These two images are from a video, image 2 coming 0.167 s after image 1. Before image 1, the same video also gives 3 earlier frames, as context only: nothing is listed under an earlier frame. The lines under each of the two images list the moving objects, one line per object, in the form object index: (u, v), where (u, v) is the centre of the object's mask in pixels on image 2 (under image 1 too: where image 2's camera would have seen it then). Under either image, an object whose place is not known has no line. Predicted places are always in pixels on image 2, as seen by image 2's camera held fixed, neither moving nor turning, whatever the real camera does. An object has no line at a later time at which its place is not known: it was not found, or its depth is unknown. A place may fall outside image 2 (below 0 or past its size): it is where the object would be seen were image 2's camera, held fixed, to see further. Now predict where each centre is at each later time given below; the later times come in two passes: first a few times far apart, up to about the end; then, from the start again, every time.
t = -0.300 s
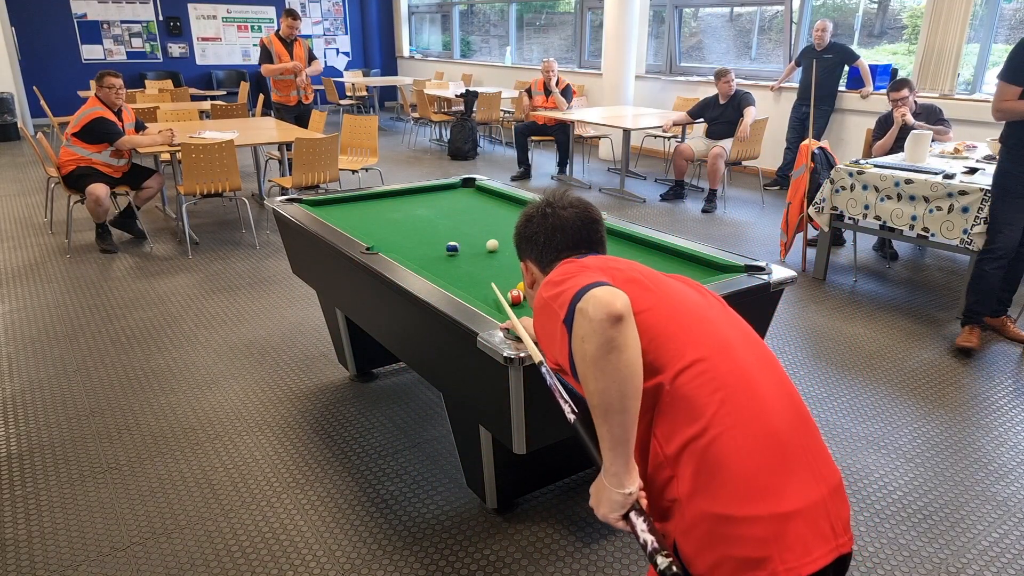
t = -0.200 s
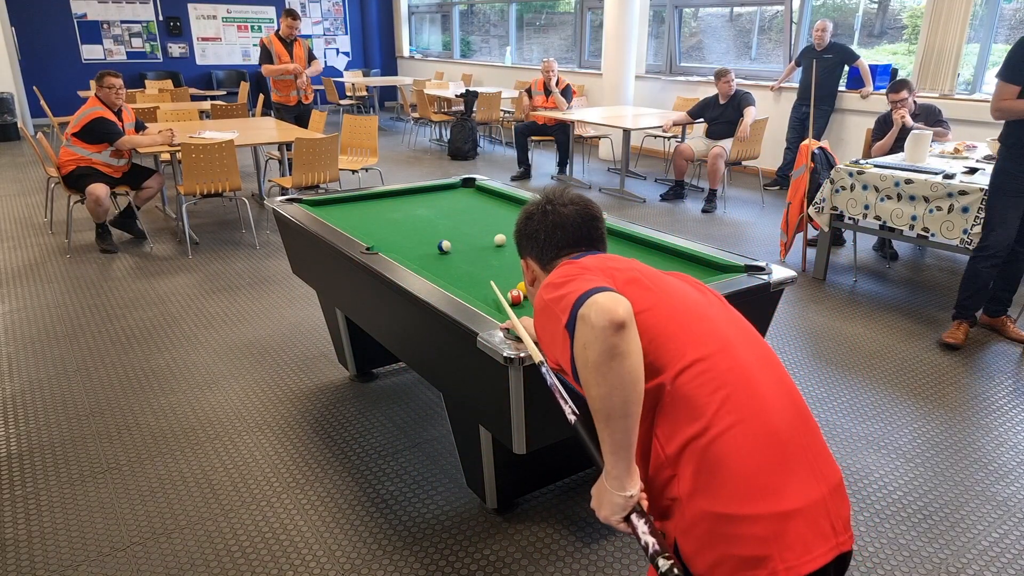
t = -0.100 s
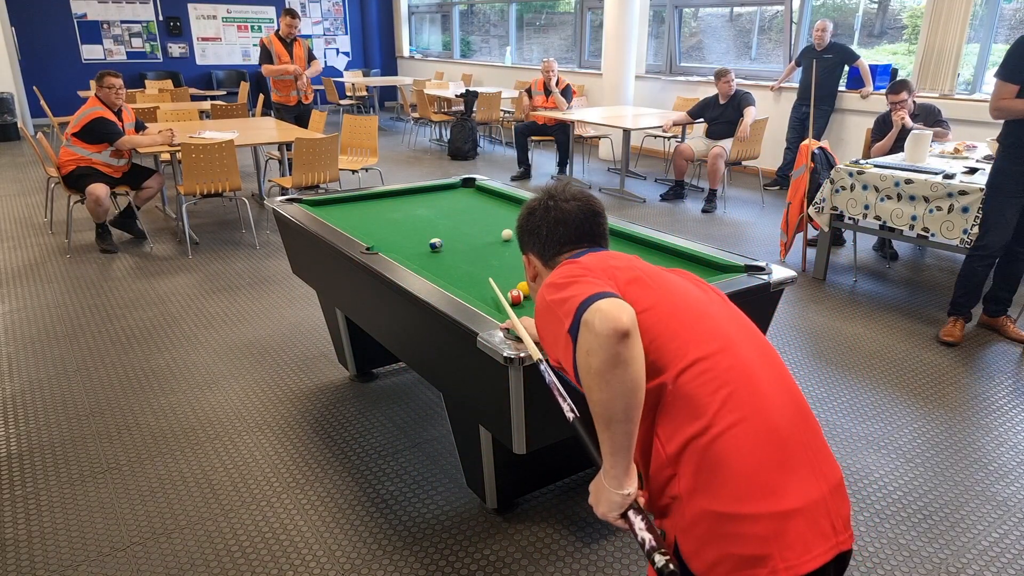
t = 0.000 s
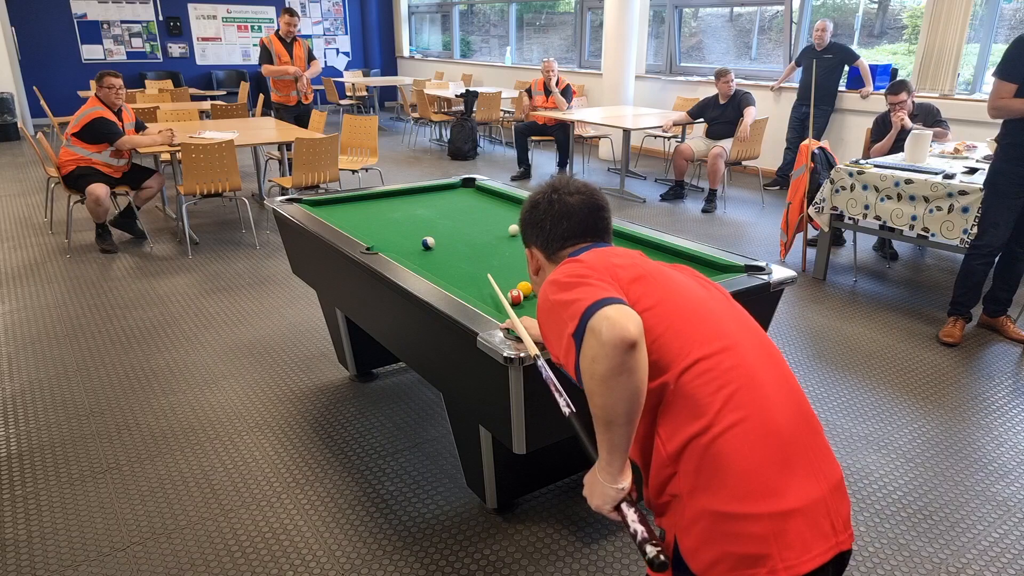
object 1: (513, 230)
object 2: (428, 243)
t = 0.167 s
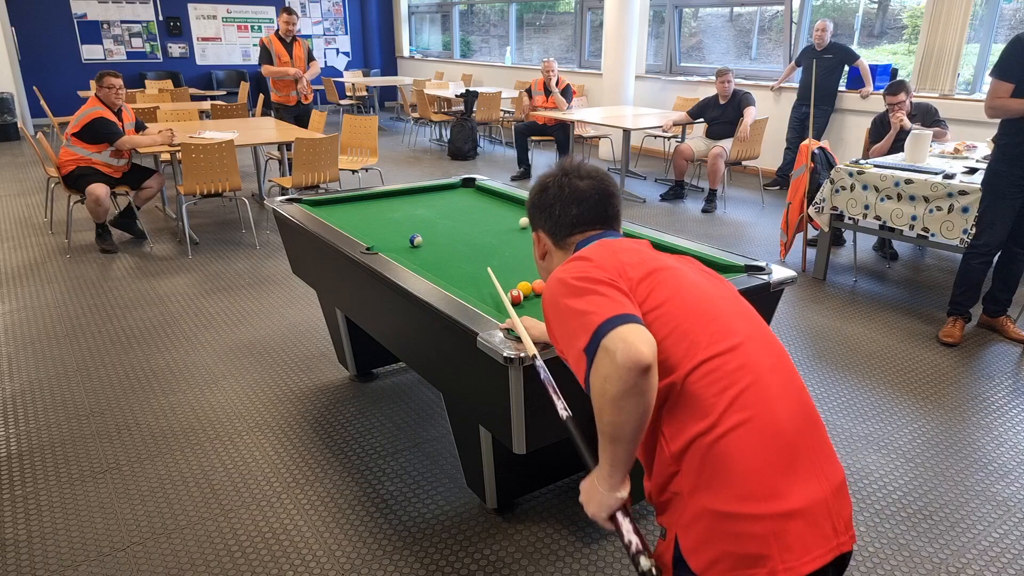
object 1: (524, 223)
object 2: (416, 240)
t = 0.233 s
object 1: (528, 220)
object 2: (411, 239)
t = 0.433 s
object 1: (539, 213)
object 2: (398, 236)
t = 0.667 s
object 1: (525, 210)
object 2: (384, 233)
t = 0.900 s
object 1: (499, 210)
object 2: (371, 230)
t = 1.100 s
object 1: (479, 211)
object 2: (361, 228)
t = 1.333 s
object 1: (456, 210)
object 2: (350, 224)
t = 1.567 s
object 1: (434, 211)
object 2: (343, 221)
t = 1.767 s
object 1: (417, 211)
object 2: (342, 220)
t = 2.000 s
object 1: (398, 211)
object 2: (340, 218)
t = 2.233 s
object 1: (380, 211)
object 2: (339, 217)
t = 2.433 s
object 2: (338, 216)
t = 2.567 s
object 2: (337, 215)
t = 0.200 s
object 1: (526, 222)
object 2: (413, 240)
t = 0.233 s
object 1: (528, 220)
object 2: (411, 239)
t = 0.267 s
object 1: (530, 219)
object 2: (408, 239)
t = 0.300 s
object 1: (532, 218)
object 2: (406, 238)
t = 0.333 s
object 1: (534, 216)
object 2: (404, 238)
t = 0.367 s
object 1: (536, 215)
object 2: (402, 238)
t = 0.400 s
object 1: (537, 214)
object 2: (400, 237)
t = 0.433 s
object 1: (539, 213)
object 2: (398, 236)
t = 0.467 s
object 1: (541, 211)
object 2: (395, 236)
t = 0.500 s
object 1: (542, 210)
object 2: (393, 235)
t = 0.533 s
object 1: (539, 210)
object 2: (391, 235)
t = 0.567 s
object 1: (536, 210)
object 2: (389, 234)
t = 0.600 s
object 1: (532, 210)
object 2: (387, 234)
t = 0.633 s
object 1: (528, 210)
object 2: (385, 233)
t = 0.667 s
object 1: (525, 210)
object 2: (384, 233)
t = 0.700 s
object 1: (521, 210)
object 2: (382, 233)
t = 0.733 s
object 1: (517, 210)
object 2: (380, 232)
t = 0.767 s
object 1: (514, 210)
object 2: (378, 232)
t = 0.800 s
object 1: (510, 210)
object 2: (376, 231)
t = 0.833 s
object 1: (506, 210)
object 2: (374, 231)
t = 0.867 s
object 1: (503, 210)
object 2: (372, 231)
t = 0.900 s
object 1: (499, 210)
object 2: (371, 230)
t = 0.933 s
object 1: (496, 210)
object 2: (369, 230)
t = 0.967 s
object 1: (492, 210)
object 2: (367, 229)
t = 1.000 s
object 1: (489, 210)
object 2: (365, 229)
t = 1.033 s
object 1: (486, 210)
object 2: (364, 228)
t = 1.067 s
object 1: (482, 210)
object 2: (362, 228)
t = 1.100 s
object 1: (479, 211)
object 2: (361, 228)
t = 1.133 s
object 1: (475, 210)
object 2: (359, 228)
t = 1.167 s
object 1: (472, 210)
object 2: (358, 227)
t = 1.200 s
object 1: (469, 211)
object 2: (356, 226)
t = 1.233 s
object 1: (466, 211)
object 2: (355, 226)
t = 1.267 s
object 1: (462, 210)
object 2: (353, 225)
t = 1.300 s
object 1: (459, 211)
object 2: (352, 225)
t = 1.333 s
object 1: (456, 210)
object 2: (350, 224)
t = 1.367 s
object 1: (453, 211)
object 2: (349, 223)
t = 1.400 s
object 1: (450, 211)
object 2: (348, 223)
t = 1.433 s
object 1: (447, 211)
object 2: (347, 223)
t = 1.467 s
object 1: (443, 211)
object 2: (346, 223)
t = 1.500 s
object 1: (440, 211)
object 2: (344, 222)
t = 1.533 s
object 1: (437, 211)
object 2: (344, 222)
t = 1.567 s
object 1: (434, 211)
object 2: (343, 221)
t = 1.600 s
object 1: (431, 211)
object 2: (343, 221)
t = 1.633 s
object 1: (429, 211)
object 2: (343, 221)
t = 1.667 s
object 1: (426, 210)
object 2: (343, 221)
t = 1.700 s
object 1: (423, 211)
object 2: (343, 220)
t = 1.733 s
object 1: (420, 211)
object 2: (342, 220)
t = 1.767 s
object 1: (417, 211)
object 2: (342, 220)
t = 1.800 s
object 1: (414, 211)
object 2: (342, 220)
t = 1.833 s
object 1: (411, 211)
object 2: (341, 220)
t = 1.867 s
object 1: (409, 211)
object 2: (341, 219)
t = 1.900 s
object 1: (406, 211)
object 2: (341, 219)
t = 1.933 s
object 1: (403, 211)
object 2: (341, 219)
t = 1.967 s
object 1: (401, 211)
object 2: (340, 218)
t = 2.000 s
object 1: (398, 211)
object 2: (340, 218)
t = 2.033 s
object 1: (395, 211)
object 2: (340, 218)
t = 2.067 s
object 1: (393, 211)
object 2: (340, 218)
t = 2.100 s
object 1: (390, 211)
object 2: (339, 217)
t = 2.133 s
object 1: (388, 211)
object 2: (339, 217)
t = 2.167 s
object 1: (385, 211)
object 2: (339, 217)
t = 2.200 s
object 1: (383, 211)
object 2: (339, 217)
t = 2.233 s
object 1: (380, 211)
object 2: (339, 217)
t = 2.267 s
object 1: (378, 211)
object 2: (339, 217)
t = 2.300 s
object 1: (376, 211)
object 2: (339, 217)
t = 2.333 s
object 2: (338, 216)
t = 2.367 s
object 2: (338, 216)
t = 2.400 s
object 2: (338, 216)
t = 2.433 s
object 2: (338, 216)
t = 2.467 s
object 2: (338, 216)
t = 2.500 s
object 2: (338, 216)
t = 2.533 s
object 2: (337, 215)
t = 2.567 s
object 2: (337, 215)
